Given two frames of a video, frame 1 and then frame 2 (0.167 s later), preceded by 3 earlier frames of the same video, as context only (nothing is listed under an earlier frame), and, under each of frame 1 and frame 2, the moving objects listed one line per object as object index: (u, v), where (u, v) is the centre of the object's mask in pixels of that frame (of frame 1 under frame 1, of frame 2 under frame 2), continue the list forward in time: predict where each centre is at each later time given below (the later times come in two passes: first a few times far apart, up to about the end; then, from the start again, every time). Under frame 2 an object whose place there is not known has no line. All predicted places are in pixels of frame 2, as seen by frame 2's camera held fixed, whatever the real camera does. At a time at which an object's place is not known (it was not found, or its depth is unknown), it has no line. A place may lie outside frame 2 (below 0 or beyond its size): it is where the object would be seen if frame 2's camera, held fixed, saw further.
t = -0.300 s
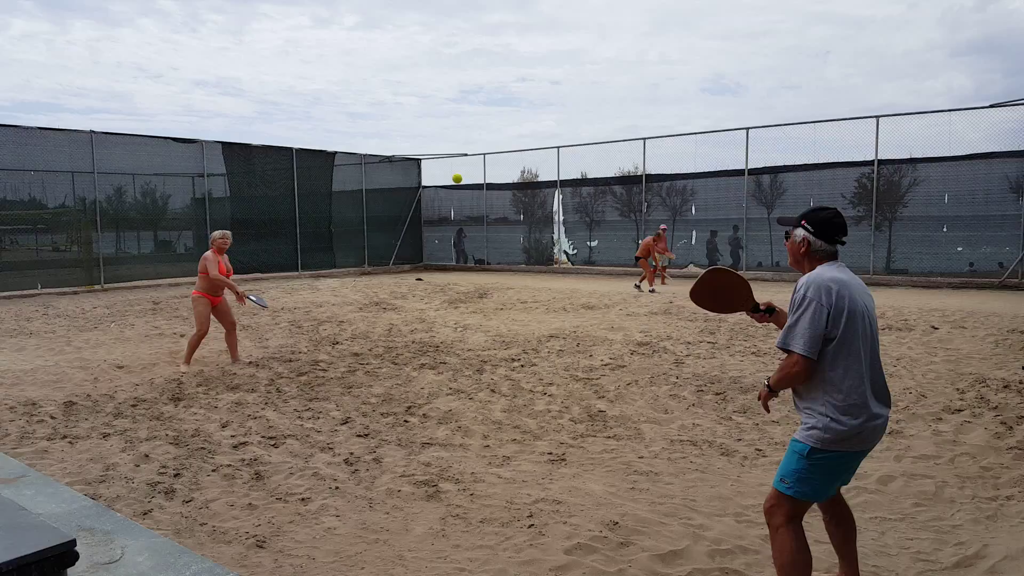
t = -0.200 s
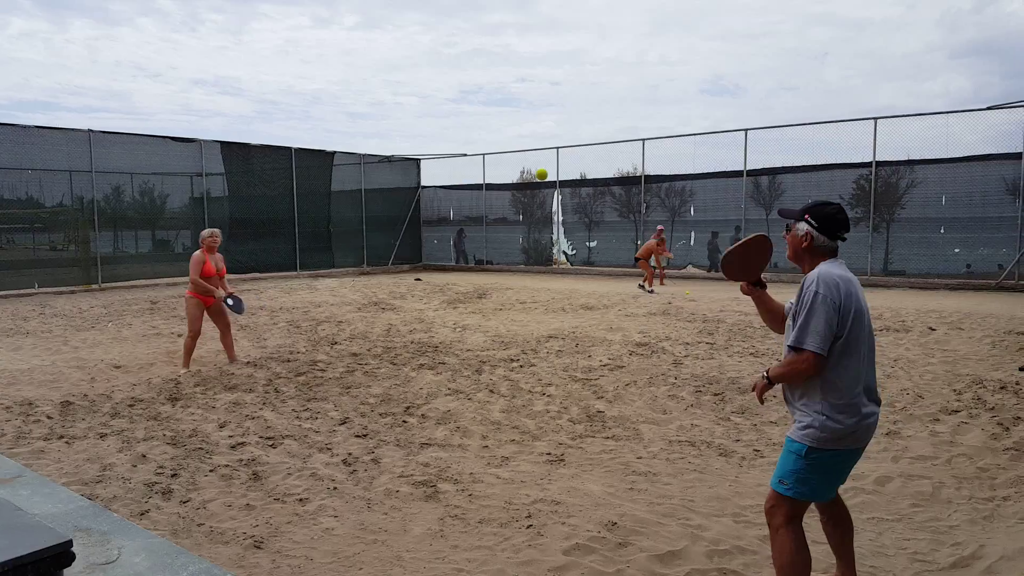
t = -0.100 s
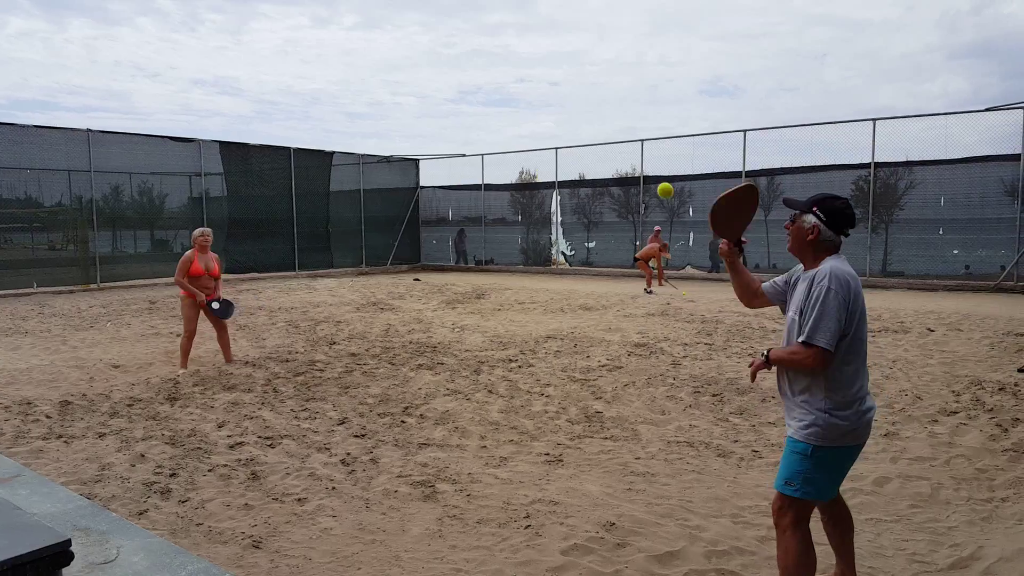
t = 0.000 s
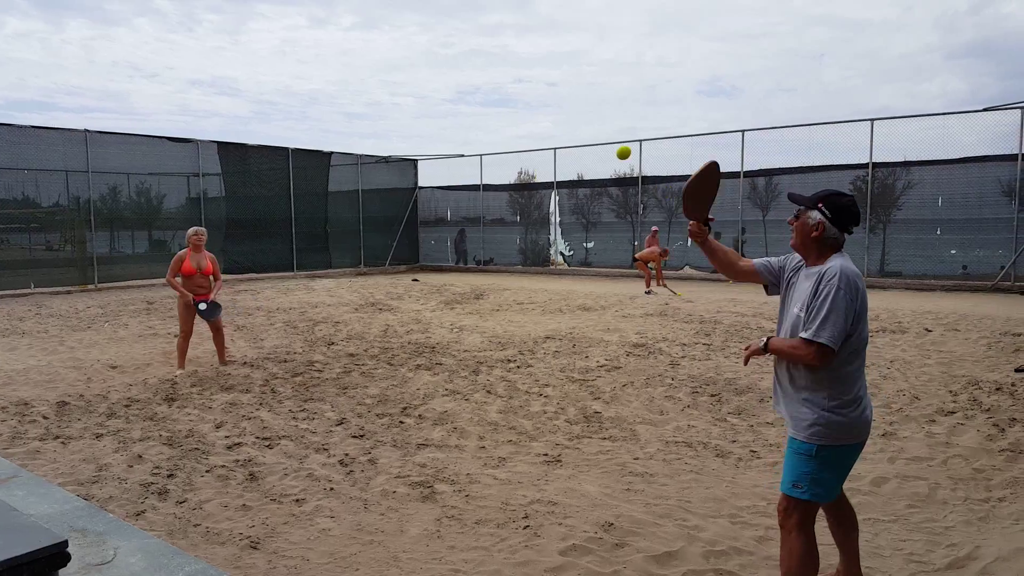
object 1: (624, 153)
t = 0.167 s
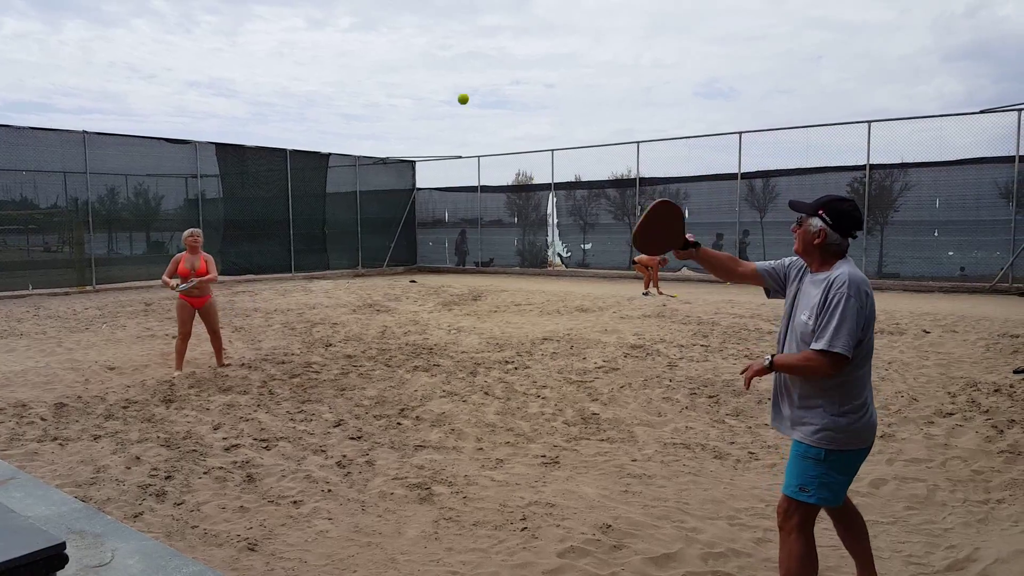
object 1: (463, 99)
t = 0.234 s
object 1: (417, 94)
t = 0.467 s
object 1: (306, 127)
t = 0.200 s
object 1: (439, 96)
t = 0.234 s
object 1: (417, 94)
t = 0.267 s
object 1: (397, 95)
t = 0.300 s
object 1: (379, 97)
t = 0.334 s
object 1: (362, 101)
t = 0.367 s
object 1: (346, 106)
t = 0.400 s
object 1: (332, 112)
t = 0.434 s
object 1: (318, 119)
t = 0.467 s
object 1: (306, 127)
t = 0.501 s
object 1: (295, 136)
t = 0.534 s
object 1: (284, 146)
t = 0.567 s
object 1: (274, 156)
